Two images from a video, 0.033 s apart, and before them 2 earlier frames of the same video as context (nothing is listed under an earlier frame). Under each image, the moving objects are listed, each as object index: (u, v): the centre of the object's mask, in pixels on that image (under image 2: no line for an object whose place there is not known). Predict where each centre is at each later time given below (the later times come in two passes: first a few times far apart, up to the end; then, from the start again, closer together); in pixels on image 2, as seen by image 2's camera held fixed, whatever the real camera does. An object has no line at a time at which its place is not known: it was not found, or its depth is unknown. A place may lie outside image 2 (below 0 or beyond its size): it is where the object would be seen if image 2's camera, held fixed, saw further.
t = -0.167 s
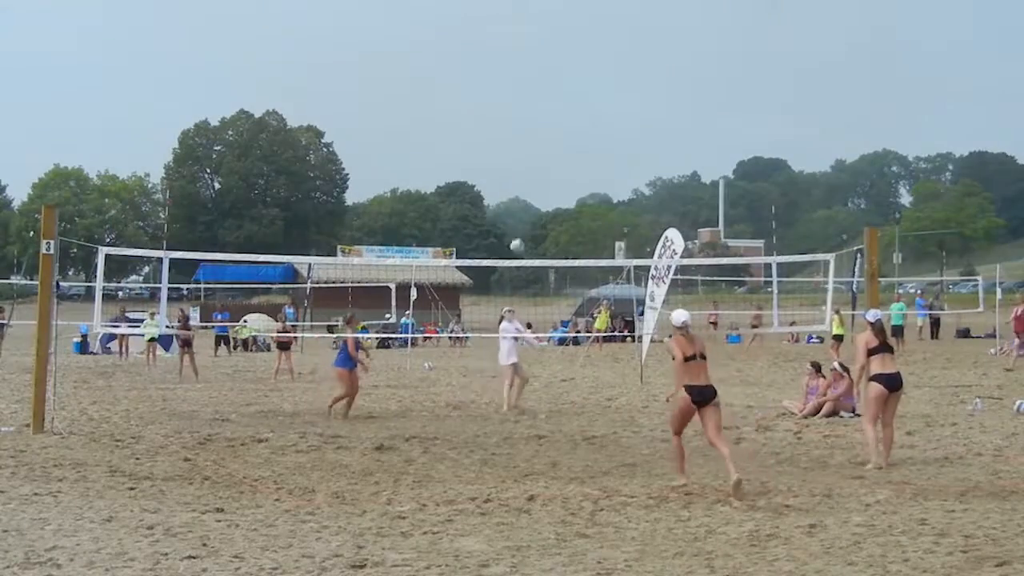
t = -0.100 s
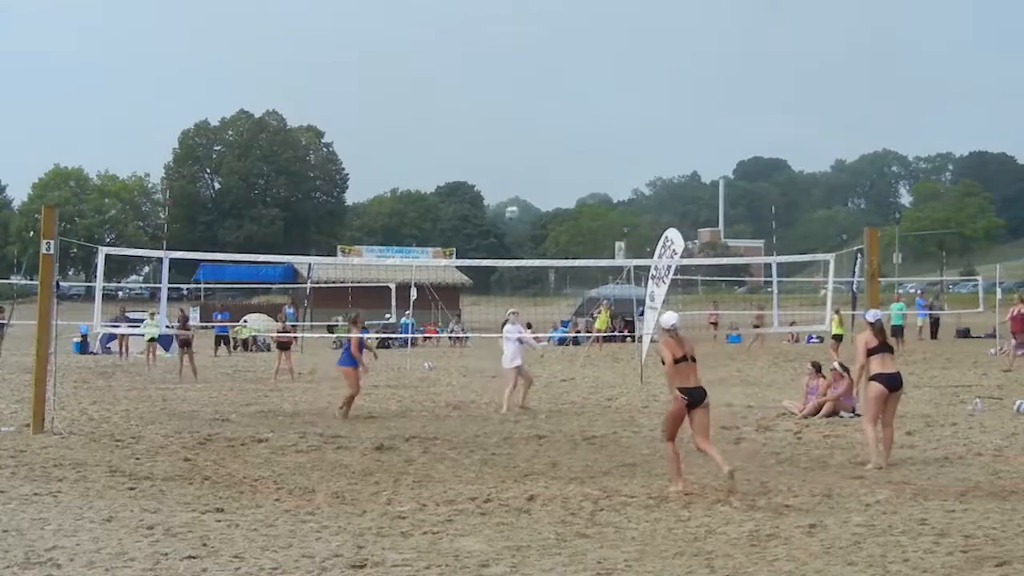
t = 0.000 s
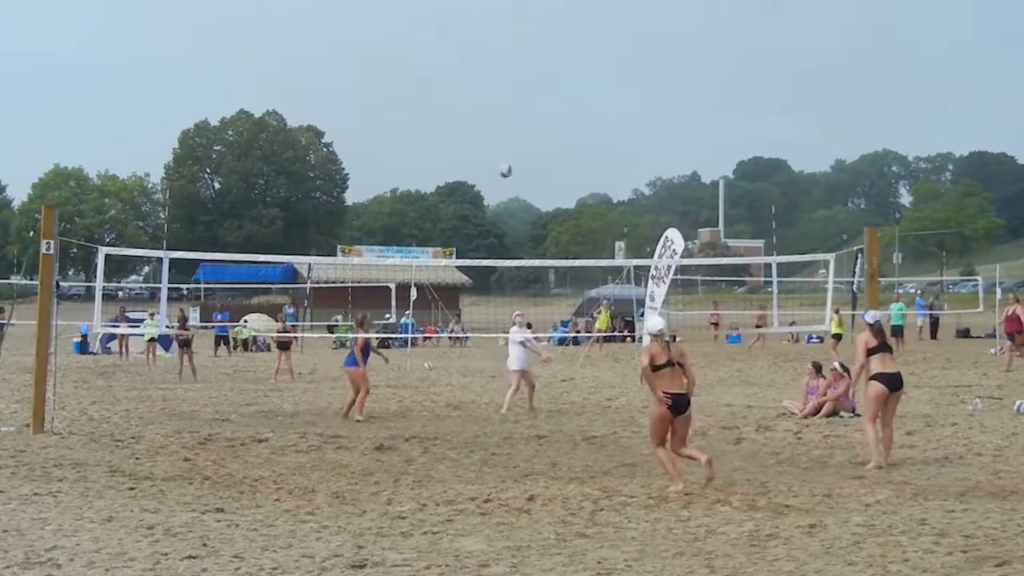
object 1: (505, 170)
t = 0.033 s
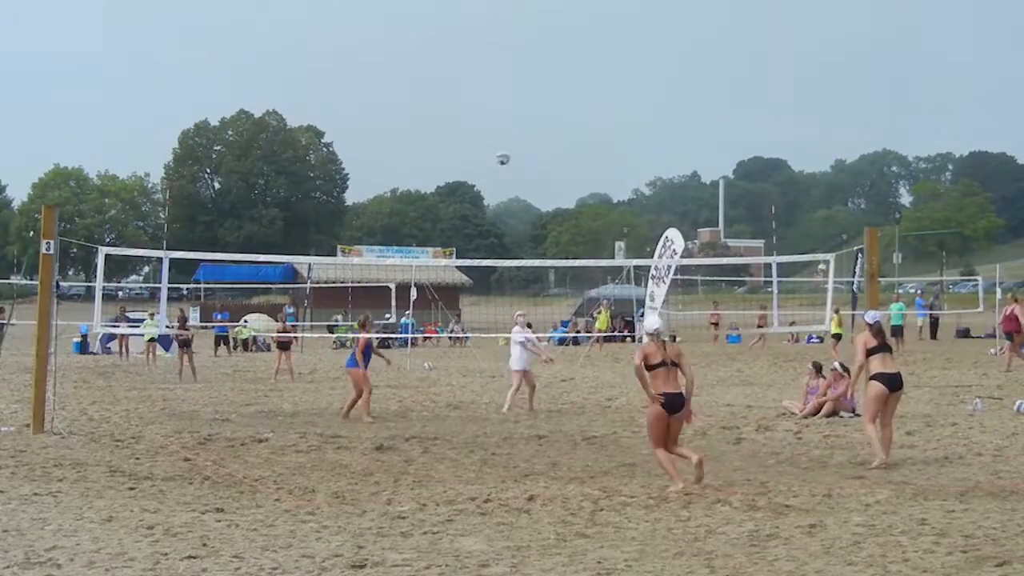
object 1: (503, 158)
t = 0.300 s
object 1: (482, 82)
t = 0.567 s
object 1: (461, 52)
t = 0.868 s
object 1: (438, 73)
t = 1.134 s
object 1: (418, 143)
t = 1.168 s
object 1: (416, 154)
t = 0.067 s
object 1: (499, 146)
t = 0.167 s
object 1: (493, 114)
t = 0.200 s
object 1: (490, 105)
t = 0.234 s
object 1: (487, 97)
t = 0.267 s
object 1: (486, 90)
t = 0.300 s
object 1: (482, 82)
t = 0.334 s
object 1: (480, 75)
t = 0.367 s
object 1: (478, 70)
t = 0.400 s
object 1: (475, 65)
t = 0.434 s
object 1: (472, 61)
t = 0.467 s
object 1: (470, 59)
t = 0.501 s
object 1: (467, 55)
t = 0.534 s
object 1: (464, 53)
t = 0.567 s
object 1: (461, 52)
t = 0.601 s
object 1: (459, 52)
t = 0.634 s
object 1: (458, 52)
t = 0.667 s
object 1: (454, 53)
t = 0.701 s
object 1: (451, 55)
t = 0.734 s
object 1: (448, 57)
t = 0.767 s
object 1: (446, 60)
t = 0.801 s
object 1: (444, 64)
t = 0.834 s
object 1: (441, 69)
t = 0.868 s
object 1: (438, 73)
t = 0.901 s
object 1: (437, 79)
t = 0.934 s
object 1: (433, 87)
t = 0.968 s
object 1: (431, 94)
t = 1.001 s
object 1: (428, 101)
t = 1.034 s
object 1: (425, 111)
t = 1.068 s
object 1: (422, 121)
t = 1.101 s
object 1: (420, 132)
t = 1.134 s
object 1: (418, 143)
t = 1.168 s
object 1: (416, 154)
